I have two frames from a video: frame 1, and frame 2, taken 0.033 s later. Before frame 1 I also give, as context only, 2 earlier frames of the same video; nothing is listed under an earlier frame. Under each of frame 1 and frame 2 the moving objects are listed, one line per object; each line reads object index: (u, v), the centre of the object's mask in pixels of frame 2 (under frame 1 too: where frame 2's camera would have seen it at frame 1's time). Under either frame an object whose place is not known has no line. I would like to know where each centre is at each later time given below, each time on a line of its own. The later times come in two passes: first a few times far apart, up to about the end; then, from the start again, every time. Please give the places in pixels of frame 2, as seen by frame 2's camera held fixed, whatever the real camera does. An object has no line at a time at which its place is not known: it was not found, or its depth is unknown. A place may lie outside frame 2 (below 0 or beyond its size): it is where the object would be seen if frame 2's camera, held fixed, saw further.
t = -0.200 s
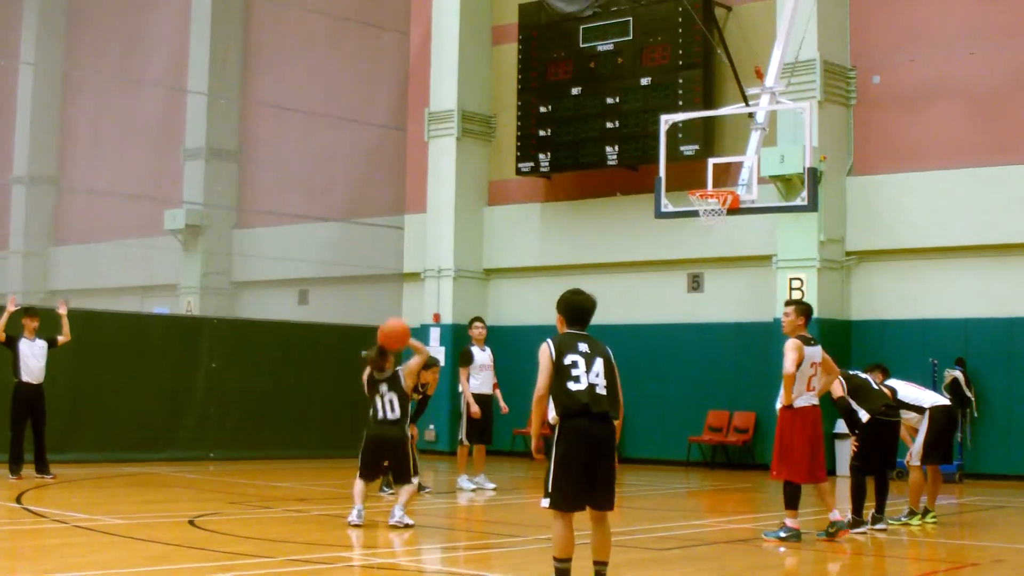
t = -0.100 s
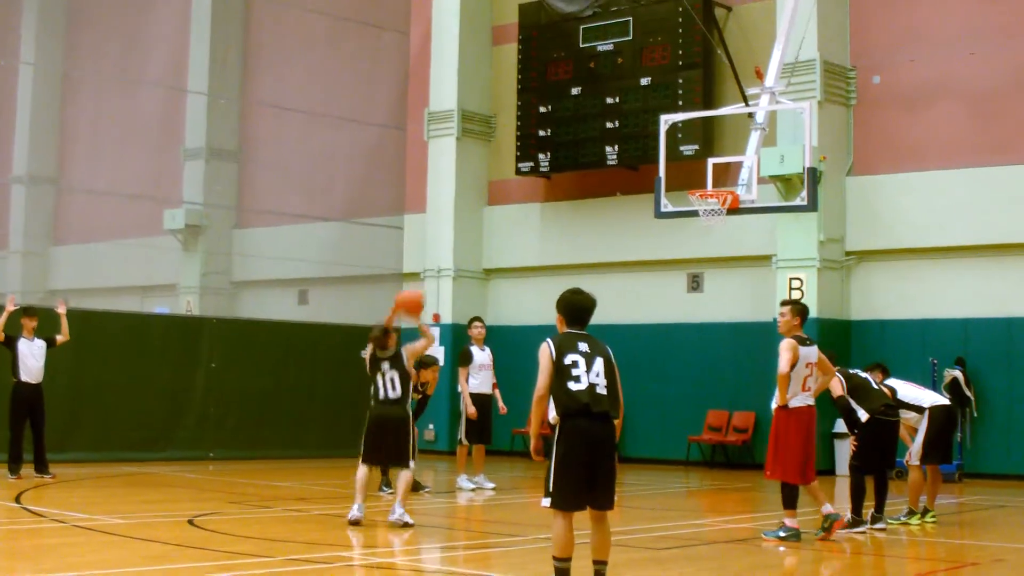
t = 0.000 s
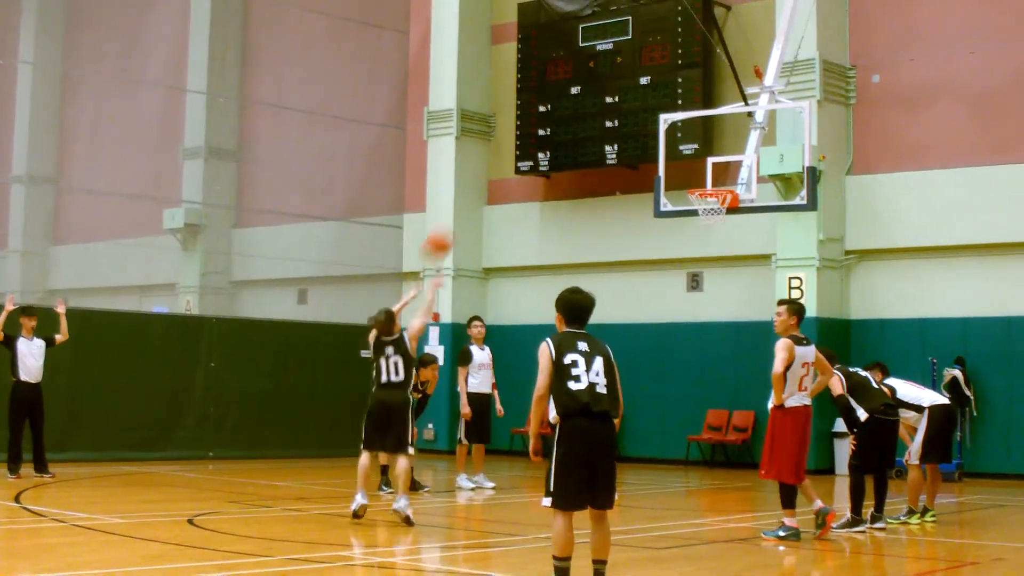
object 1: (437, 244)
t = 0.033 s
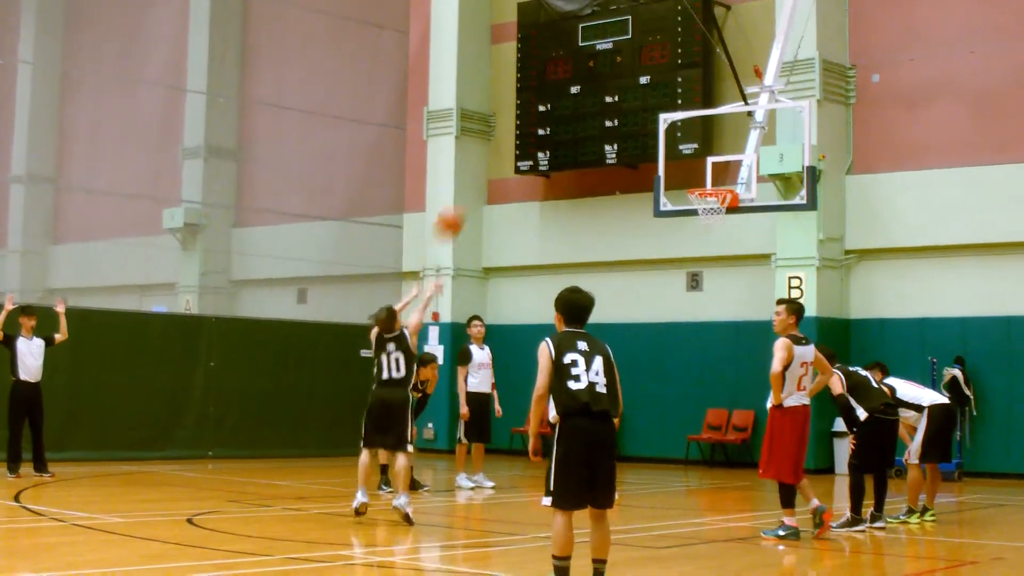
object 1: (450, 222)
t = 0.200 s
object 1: (502, 142)
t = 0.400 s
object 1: (558, 93)
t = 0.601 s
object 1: (610, 86)
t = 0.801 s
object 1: (655, 117)
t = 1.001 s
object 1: (697, 181)
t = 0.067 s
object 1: (461, 203)
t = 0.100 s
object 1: (471, 187)
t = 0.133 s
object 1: (482, 170)
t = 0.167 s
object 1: (492, 156)
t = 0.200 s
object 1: (502, 142)
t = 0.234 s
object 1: (513, 131)
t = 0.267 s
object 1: (523, 120)
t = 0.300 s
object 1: (532, 112)
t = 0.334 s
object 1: (541, 105)
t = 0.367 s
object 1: (550, 98)
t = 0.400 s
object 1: (558, 93)
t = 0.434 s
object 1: (568, 89)
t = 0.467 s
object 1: (576, 87)
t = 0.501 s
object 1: (585, 85)
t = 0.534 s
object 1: (594, 84)
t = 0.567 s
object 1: (602, 85)
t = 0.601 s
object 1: (610, 86)
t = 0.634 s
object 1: (618, 89)
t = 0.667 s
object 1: (626, 93)
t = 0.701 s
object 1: (633, 98)
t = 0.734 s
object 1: (641, 104)
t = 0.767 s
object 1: (648, 110)
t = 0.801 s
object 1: (655, 117)
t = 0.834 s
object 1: (664, 129)
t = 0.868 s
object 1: (673, 139)
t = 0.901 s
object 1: (679, 150)
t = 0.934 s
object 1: (686, 162)
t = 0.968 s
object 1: (691, 173)
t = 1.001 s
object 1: (697, 181)
